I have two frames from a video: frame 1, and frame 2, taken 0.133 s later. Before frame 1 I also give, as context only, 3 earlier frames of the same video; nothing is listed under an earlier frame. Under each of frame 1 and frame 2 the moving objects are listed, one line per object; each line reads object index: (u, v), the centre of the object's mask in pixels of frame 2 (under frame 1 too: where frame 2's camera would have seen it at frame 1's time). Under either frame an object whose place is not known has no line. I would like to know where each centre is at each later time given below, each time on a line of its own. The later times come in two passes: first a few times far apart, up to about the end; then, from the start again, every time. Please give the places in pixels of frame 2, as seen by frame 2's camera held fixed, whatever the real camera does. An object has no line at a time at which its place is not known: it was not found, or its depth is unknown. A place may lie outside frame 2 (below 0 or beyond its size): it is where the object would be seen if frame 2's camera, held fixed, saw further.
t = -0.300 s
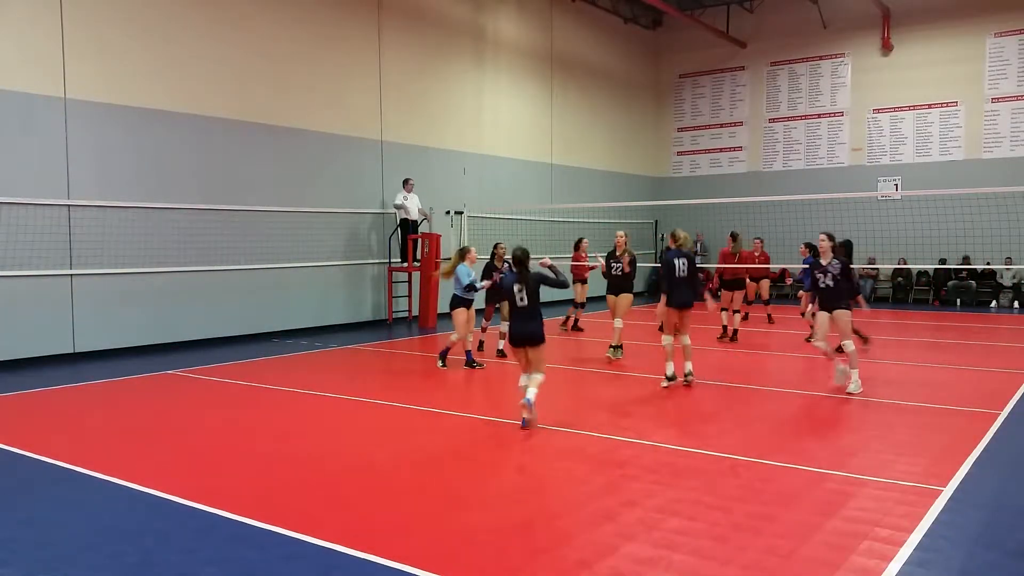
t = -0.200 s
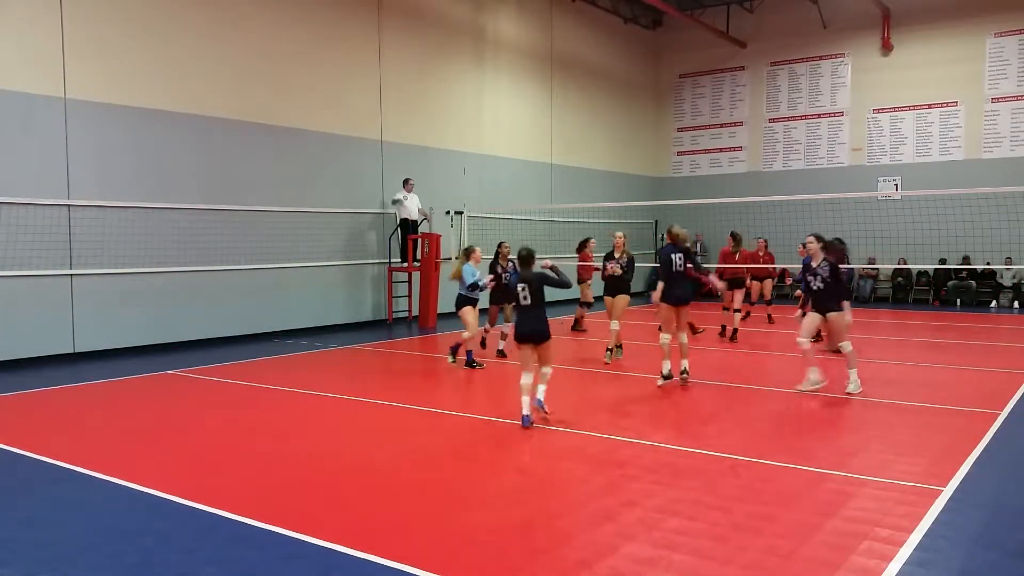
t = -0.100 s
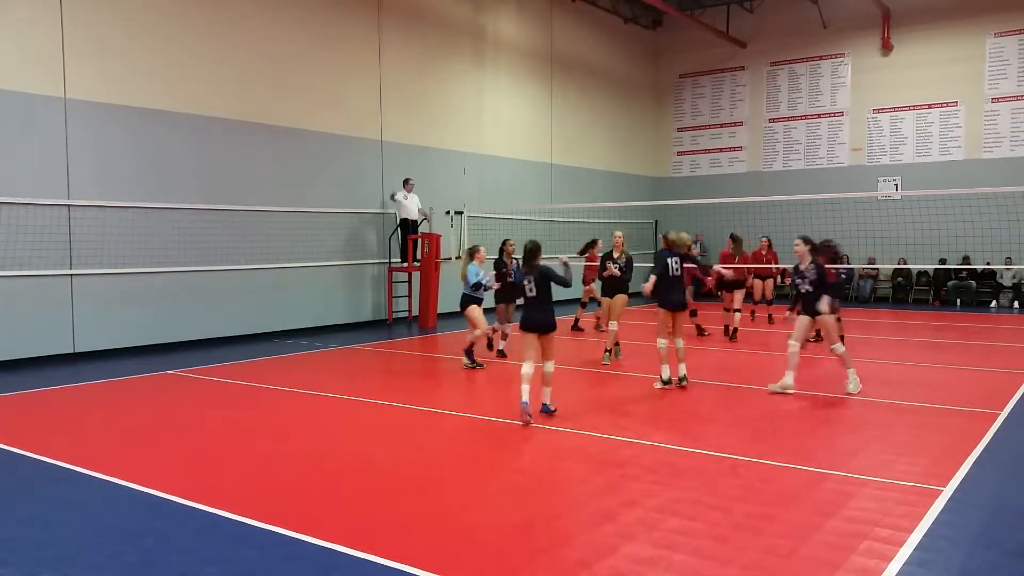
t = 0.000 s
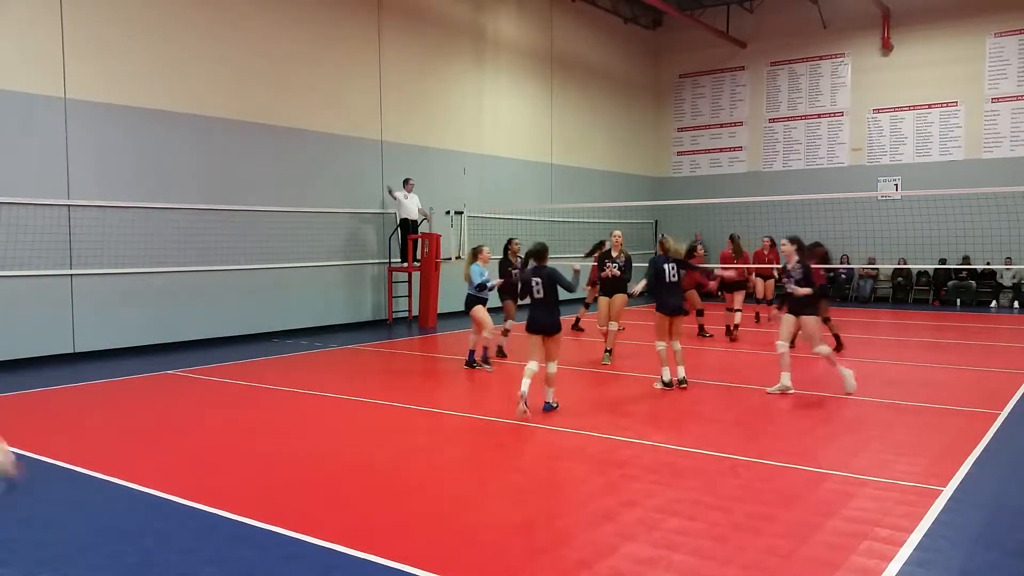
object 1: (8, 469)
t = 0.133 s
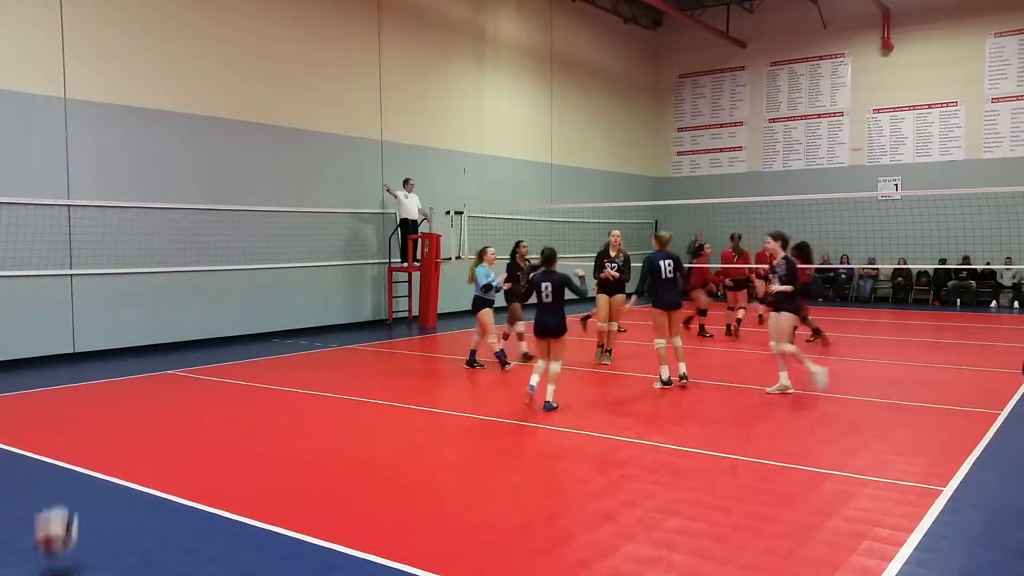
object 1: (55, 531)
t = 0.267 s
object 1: (64, 443)
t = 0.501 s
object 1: (78, 375)
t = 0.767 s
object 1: (98, 417)
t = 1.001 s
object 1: (119, 515)
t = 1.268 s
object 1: (136, 431)
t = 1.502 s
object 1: (155, 457)
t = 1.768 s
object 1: (173, 472)
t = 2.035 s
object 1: (188, 464)
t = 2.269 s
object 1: (201, 480)
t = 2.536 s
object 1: (213, 481)
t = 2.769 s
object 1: (223, 476)
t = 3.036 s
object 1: (234, 479)
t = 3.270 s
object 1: (240, 481)
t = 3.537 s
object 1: (245, 481)
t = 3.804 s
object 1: (251, 476)
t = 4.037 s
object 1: (255, 473)
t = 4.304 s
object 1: (258, 470)
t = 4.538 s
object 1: (261, 467)
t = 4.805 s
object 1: (263, 463)
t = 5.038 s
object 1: (264, 460)
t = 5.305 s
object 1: (264, 457)
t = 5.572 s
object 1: (262, 454)
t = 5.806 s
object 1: (261, 453)
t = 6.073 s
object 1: (260, 450)
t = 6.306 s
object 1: (259, 448)
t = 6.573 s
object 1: (256, 446)
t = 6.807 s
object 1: (252, 444)
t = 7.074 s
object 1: (247, 443)
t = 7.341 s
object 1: (240, 442)
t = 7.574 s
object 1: (234, 443)
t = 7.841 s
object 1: (227, 443)
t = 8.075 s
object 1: (220, 443)
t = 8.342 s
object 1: (212, 444)
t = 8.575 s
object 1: (208, 444)
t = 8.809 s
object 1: (204, 445)
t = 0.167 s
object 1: (57, 506)
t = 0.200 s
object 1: (58, 485)
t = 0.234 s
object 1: (60, 462)
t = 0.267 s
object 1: (64, 443)
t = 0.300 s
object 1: (65, 427)
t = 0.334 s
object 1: (67, 413)
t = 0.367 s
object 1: (69, 402)
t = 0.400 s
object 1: (71, 392)
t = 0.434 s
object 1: (73, 385)
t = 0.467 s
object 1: (75, 379)
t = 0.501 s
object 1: (78, 375)
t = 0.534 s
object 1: (80, 374)
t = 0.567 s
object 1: (82, 374)
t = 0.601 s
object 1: (84, 376)
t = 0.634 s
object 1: (87, 380)
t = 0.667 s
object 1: (90, 386)
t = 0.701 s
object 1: (92, 394)
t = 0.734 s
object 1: (95, 405)
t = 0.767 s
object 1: (98, 417)
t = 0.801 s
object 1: (101, 431)
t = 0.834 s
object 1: (104, 446)
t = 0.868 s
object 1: (106, 466)
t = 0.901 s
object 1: (110, 488)
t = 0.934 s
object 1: (114, 509)
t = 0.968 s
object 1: (117, 533)
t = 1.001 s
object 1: (119, 515)
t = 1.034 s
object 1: (121, 497)
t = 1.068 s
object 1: (123, 481)
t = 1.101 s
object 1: (125, 467)
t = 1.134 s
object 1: (127, 456)
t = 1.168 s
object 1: (129, 447)
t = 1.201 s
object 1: (132, 440)
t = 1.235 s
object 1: (134, 435)
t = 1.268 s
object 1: (136, 431)
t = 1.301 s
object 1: (139, 430)
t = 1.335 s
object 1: (141, 430)
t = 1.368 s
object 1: (143, 432)
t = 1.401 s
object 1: (146, 435)
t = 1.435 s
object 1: (149, 441)
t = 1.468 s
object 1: (151, 448)
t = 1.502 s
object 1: (155, 457)
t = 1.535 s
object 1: (158, 470)
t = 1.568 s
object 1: (160, 484)
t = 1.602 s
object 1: (165, 501)
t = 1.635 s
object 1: (166, 518)
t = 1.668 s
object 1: (168, 505)
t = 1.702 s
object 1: (169, 491)
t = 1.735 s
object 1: (172, 481)
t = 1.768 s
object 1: (173, 472)
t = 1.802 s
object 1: (175, 465)
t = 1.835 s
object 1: (177, 460)
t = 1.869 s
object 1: (178, 456)
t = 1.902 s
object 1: (180, 454)
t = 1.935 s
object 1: (182, 454)
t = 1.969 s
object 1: (184, 456)
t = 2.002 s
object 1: (186, 459)
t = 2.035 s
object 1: (188, 464)
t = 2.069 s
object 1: (190, 471)
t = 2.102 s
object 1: (192, 480)
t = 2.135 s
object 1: (194, 490)
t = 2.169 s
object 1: (197, 506)
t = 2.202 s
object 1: (198, 496)
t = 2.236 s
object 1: (199, 487)
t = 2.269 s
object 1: (201, 480)
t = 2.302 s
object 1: (202, 474)
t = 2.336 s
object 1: (204, 470)
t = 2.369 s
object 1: (205, 468)
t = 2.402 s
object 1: (206, 468)
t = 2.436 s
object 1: (208, 468)
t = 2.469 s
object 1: (209, 471)
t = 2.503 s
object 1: (211, 475)
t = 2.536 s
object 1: (213, 481)
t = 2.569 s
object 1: (215, 489)
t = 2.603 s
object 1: (217, 496)
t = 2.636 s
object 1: (218, 489)
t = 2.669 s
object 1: (219, 483)
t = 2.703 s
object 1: (221, 479)
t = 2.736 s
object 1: (222, 476)
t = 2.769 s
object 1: (223, 476)
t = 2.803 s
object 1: (225, 476)
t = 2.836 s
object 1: (226, 479)
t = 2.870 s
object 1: (228, 483)
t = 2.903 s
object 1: (229, 489)
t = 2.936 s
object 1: (230, 490)
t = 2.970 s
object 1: (232, 484)
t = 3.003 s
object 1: (233, 481)
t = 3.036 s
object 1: (234, 479)
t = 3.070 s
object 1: (234, 479)
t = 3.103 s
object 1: (235, 481)
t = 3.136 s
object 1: (236, 483)
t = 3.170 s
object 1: (238, 485)
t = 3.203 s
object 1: (238, 483)
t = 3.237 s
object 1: (239, 481)
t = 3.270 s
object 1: (240, 481)
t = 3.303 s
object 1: (241, 483)
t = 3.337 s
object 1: (242, 484)
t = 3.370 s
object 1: (242, 482)
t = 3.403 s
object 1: (243, 482)
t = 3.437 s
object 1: (243, 482)
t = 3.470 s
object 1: (244, 482)
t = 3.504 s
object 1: (244, 481)
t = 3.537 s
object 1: (245, 481)
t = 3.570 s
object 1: (246, 480)
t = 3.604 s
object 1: (247, 479)
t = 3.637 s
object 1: (248, 480)
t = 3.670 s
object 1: (249, 479)
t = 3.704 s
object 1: (249, 478)
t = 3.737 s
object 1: (250, 478)
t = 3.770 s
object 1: (250, 477)
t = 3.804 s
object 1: (251, 476)
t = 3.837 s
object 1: (251, 476)
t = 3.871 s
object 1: (252, 476)
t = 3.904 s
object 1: (253, 475)
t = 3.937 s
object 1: (253, 475)
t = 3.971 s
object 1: (254, 474)
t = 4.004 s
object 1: (255, 473)
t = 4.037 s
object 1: (255, 473)
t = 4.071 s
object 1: (256, 473)
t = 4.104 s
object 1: (256, 472)
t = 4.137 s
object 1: (257, 472)
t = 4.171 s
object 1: (257, 471)
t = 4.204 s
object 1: (258, 471)
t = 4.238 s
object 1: (258, 471)
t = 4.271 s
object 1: (258, 471)
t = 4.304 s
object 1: (258, 470)
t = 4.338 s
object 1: (258, 469)
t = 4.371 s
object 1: (259, 469)
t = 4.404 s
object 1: (259, 469)
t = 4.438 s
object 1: (260, 468)
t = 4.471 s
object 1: (260, 468)
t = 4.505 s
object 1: (260, 468)
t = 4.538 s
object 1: (261, 467)
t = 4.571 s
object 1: (261, 467)
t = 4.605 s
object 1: (261, 466)
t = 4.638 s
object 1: (262, 466)
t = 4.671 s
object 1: (262, 465)
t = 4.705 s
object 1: (263, 465)
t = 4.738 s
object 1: (263, 464)
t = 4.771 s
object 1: (263, 464)
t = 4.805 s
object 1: (263, 463)
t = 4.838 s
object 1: (263, 463)
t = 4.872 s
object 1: (263, 462)
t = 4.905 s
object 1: (263, 461)
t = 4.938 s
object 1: (263, 461)
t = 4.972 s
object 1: (264, 461)
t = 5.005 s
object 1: (263, 461)
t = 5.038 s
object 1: (264, 460)
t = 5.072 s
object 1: (264, 460)
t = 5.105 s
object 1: (264, 459)
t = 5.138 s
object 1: (264, 459)
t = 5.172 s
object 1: (264, 459)
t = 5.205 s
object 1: (264, 458)
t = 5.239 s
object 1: (264, 458)
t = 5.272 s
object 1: (264, 457)
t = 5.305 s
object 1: (264, 457)
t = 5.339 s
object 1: (264, 457)
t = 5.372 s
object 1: (263, 456)
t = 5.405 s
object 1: (263, 456)
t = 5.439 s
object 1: (263, 456)
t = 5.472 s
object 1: (263, 456)
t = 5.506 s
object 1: (263, 455)
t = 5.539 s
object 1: (263, 455)
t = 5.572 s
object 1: (262, 454)
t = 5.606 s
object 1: (262, 454)
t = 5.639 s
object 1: (263, 454)
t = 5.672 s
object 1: (262, 454)
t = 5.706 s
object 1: (262, 454)
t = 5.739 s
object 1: (262, 453)
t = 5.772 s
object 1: (262, 453)
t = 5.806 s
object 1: (261, 453)
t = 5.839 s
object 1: (261, 452)
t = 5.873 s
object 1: (261, 452)
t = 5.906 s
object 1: (261, 451)
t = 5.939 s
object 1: (261, 451)
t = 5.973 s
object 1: (260, 451)
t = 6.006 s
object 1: (260, 450)
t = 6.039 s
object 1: (261, 450)
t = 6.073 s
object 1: (260, 450)
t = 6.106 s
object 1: (260, 450)
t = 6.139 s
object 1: (260, 449)
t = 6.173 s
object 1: (260, 449)
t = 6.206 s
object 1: (260, 449)
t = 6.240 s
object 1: (259, 448)
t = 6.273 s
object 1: (259, 448)
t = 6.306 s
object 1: (259, 448)
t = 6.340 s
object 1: (258, 448)
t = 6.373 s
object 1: (258, 447)
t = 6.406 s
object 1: (258, 447)
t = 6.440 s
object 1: (257, 447)
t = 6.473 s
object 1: (257, 446)
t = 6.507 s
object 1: (256, 446)
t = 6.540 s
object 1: (256, 446)
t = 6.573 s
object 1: (256, 446)
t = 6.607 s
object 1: (255, 445)
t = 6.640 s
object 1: (254, 445)
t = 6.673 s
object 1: (254, 445)
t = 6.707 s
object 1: (253, 445)
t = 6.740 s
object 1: (253, 444)
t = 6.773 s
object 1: (252, 444)
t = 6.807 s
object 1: (252, 444)
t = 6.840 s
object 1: (251, 444)
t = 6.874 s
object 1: (250, 444)
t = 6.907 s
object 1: (250, 444)
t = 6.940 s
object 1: (249, 444)
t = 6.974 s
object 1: (248, 444)
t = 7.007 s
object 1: (248, 444)
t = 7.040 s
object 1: (247, 443)
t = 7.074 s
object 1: (247, 443)
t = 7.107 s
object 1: (246, 443)
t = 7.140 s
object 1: (245, 443)
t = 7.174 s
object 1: (244, 443)
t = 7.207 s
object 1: (244, 443)
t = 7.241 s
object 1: (243, 443)
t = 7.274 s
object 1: (242, 443)
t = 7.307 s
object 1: (241, 443)
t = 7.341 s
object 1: (240, 442)
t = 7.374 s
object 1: (239, 442)
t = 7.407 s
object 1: (238, 443)
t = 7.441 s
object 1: (238, 442)
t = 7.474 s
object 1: (237, 443)
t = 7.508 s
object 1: (236, 443)
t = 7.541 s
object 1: (235, 442)
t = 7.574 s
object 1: (234, 443)
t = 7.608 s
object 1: (233, 443)
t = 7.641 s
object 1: (233, 443)
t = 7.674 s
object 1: (232, 443)
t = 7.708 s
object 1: (231, 443)
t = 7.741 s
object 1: (230, 443)
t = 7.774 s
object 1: (229, 443)
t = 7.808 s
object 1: (228, 443)
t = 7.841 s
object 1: (227, 443)
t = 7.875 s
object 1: (226, 443)
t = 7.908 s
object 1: (225, 443)
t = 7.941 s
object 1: (224, 443)
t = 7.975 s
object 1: (223, 443)
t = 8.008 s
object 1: (222, 443)
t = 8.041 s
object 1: (221, 443)
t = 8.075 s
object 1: (220, 443)
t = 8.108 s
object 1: (219, 443)
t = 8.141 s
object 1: (218, 443)
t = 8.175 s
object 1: (217, 443)
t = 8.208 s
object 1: (216, 443)
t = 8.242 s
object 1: (215, 443)
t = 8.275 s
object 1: (214, 444)
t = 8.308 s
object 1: (213, 444)
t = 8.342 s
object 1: (212, 444)
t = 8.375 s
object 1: (212, 444)
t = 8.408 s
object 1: (211, 444)
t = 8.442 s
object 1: (210, 444)
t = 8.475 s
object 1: (210, 444)
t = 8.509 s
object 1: (209, 444)
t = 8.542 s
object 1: (208, 444)
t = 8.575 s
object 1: (208, 444)
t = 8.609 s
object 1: (207, 444)
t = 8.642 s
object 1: (207, 444)
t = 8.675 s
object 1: (206, 444)
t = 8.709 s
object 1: (205, 444)
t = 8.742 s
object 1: (205, 444)
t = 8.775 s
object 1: (205, 444)
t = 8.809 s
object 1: (204, 445)
